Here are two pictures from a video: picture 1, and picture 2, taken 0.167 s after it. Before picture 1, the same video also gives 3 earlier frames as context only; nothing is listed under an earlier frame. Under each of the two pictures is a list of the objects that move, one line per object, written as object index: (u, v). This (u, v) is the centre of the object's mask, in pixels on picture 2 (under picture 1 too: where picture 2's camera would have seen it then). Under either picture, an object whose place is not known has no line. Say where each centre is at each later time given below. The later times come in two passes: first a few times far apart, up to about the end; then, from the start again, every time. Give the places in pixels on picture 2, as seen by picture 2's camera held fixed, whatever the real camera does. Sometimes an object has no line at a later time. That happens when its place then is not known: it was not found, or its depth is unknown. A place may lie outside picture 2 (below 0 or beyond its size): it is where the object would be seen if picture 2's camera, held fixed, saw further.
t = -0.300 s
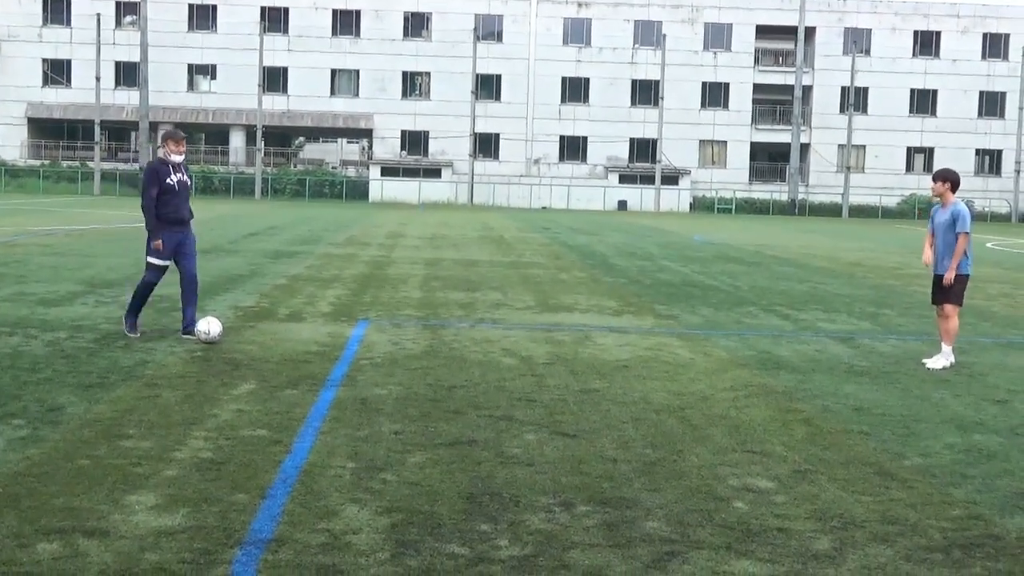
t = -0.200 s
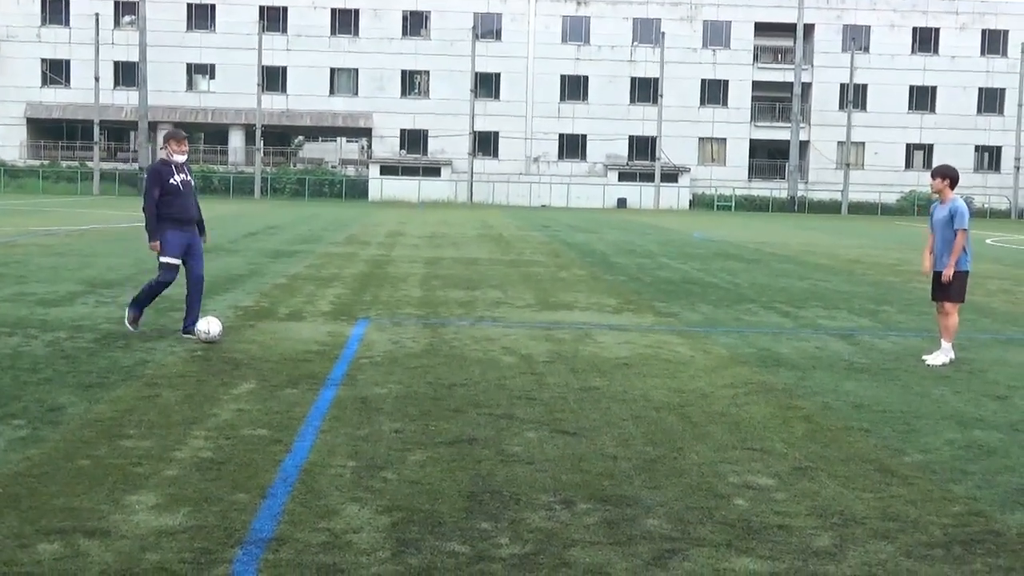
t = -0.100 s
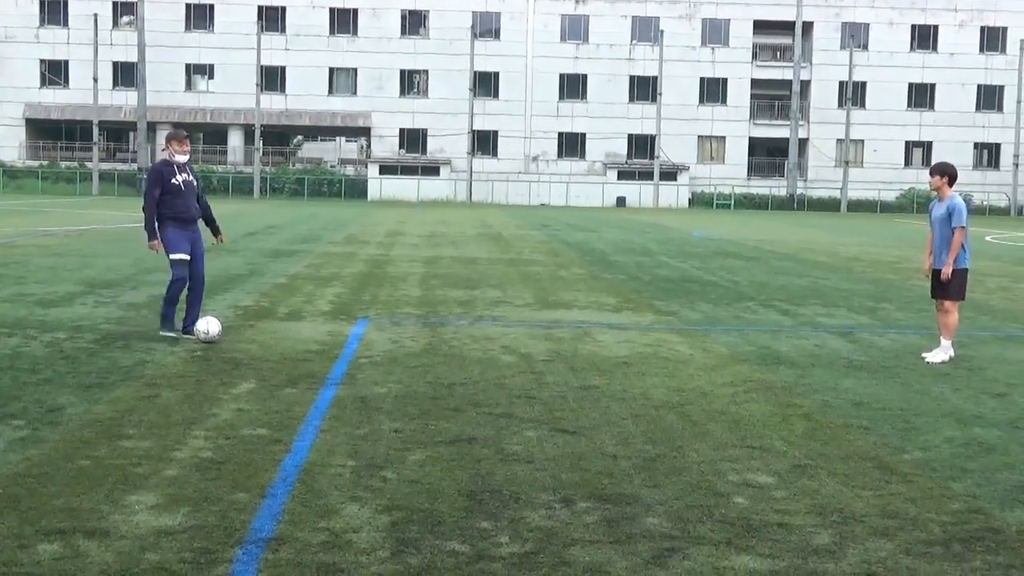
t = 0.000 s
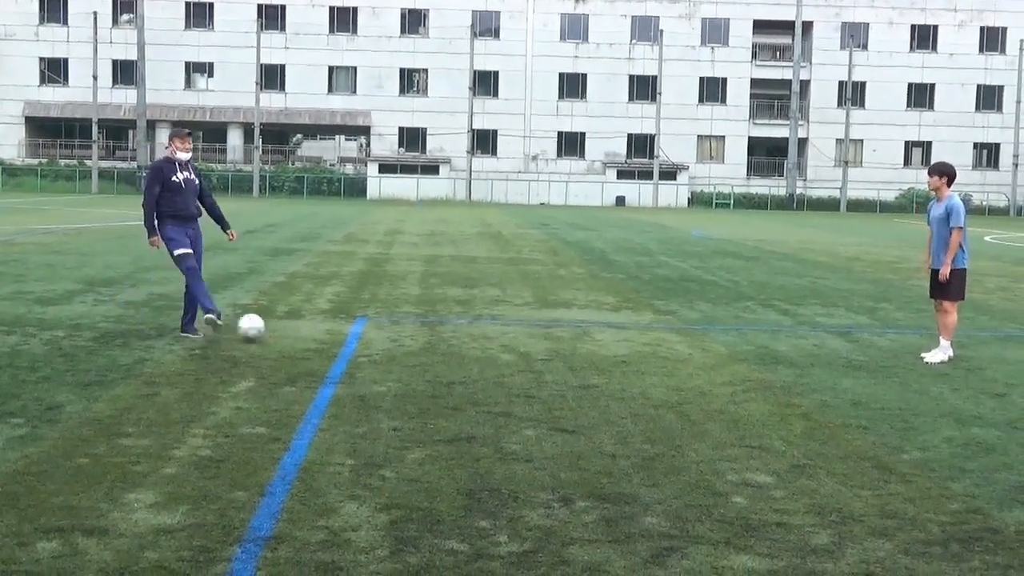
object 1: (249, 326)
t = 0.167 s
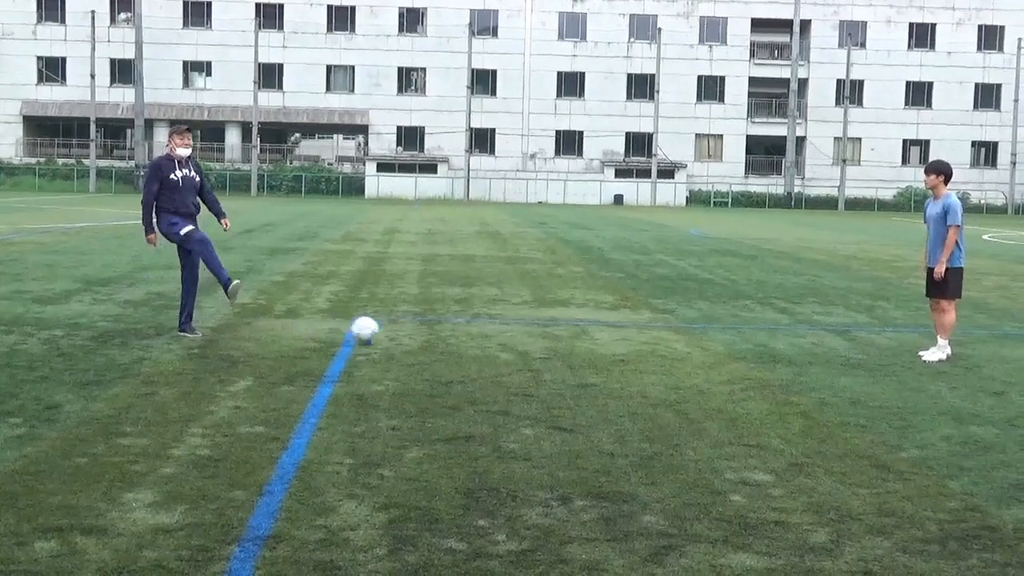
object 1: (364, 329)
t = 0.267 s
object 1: (425, 329)
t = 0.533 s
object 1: (560, 337)
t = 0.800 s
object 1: (681, 340)
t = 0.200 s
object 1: (387, 332)
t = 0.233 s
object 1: (407, 331)
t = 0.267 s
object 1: (425, 329)
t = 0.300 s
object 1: (443, 329)
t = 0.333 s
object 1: (462, 329)
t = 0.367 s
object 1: (480, 332)
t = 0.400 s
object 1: (497, 335)
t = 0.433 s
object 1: (513, 335)
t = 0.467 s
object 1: (529, 334)
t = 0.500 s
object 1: (545, 336)
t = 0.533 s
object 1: (560, 337)
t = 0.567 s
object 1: (575, 336)
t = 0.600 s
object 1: (591, 336)
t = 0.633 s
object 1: (606, 339)
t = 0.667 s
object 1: (621, 338)
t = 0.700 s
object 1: (636, 337)
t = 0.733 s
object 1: (650, 337)
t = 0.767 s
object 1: (665, 338)
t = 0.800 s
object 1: (681, 340)
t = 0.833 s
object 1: (694, 338)
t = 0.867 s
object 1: (709, 339)
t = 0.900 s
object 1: (723, 340)
